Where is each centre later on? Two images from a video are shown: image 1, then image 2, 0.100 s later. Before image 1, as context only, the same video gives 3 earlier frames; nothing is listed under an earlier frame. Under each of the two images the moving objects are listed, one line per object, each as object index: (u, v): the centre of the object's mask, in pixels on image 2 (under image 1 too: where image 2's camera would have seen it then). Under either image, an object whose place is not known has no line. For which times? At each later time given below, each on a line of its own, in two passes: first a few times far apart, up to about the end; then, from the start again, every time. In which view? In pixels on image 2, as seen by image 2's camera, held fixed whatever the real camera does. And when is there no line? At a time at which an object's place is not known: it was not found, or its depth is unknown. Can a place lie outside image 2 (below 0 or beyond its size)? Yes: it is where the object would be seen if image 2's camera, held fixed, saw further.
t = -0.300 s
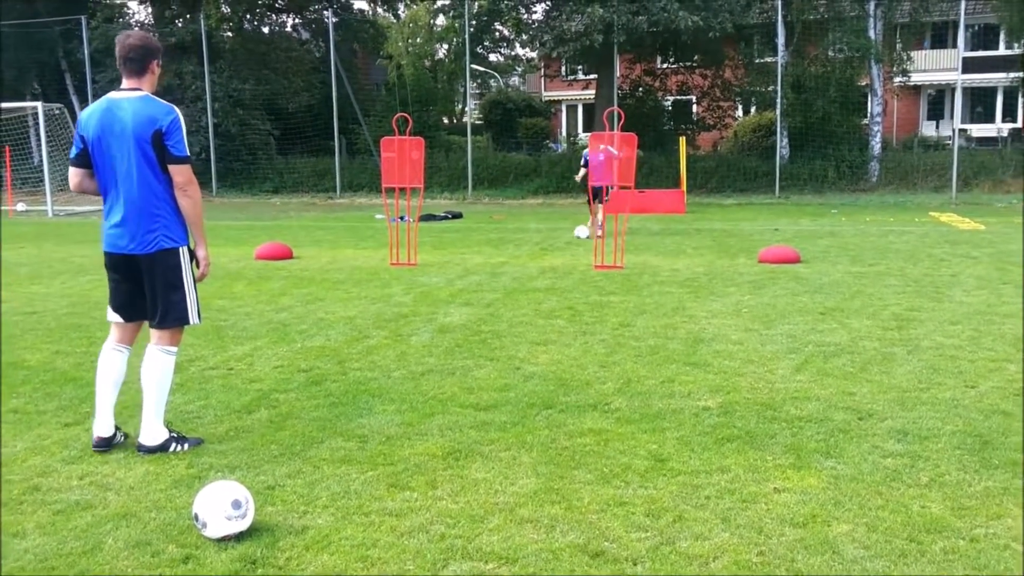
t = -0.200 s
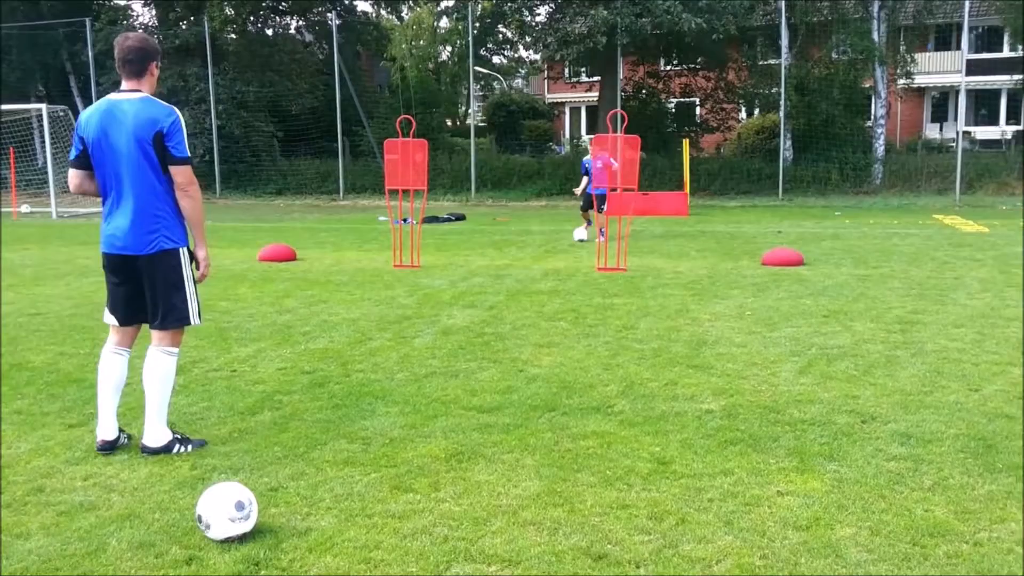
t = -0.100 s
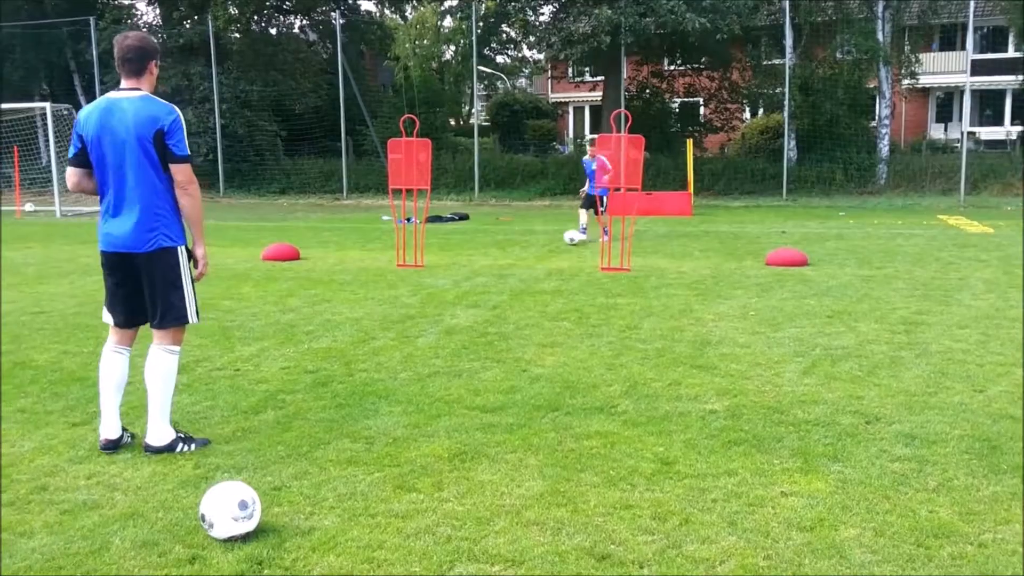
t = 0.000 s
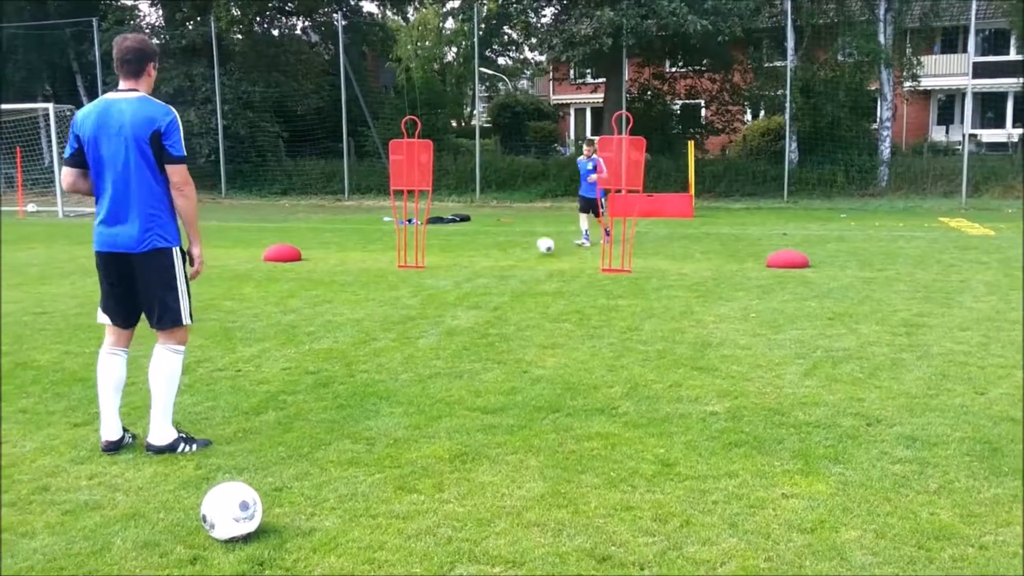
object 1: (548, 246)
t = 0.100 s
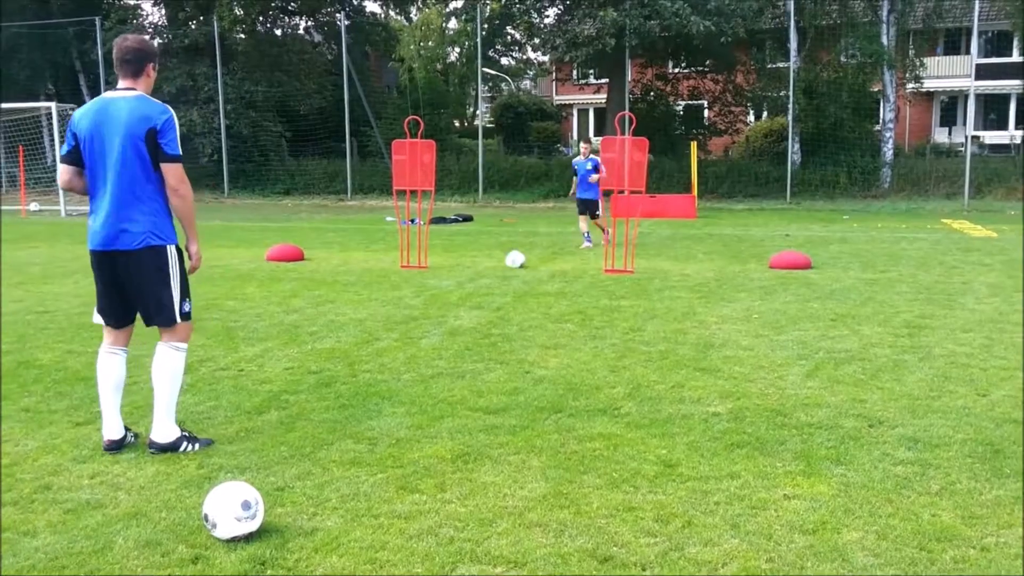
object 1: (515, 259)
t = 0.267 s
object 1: (456, 278)
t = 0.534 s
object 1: (331, 325)
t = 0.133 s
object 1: (505, 263)
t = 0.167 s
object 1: (494, 265)
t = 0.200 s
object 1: (482, 268)
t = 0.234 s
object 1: (469, 272)
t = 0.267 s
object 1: (456, 278)
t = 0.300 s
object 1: (442, 284)
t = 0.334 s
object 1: (428, 289)
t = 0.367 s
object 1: (414, 293)
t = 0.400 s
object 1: (399, 297)
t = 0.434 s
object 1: (384, 302)
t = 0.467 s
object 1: (367, 309)
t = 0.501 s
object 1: (349, 319)
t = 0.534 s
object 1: (331, 325)
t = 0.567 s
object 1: (314, 330)
